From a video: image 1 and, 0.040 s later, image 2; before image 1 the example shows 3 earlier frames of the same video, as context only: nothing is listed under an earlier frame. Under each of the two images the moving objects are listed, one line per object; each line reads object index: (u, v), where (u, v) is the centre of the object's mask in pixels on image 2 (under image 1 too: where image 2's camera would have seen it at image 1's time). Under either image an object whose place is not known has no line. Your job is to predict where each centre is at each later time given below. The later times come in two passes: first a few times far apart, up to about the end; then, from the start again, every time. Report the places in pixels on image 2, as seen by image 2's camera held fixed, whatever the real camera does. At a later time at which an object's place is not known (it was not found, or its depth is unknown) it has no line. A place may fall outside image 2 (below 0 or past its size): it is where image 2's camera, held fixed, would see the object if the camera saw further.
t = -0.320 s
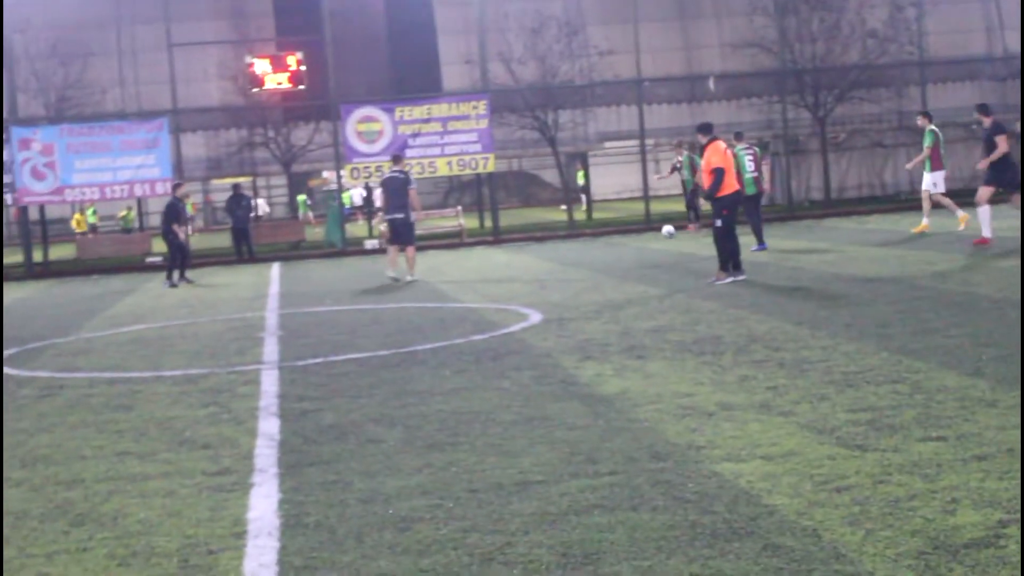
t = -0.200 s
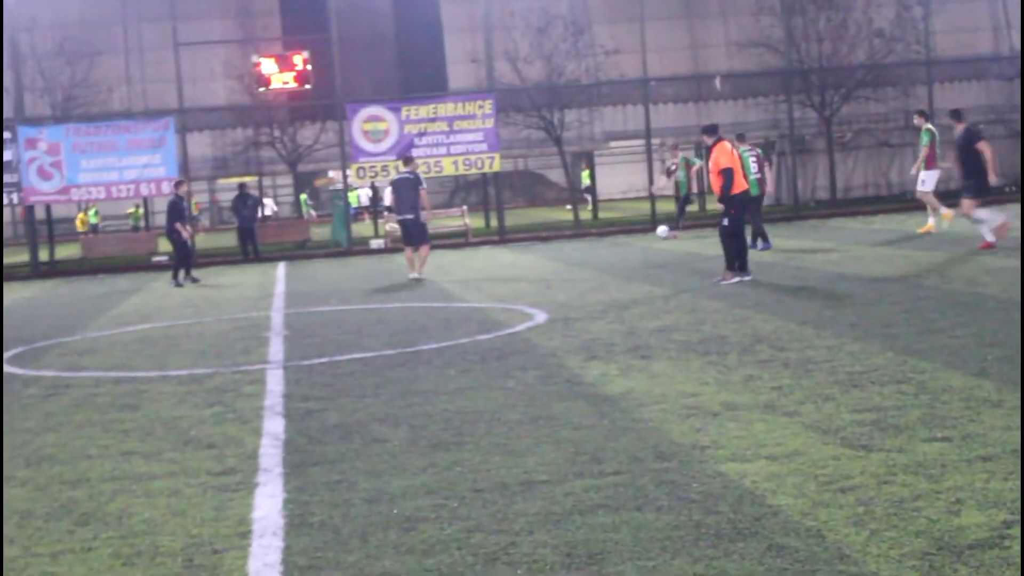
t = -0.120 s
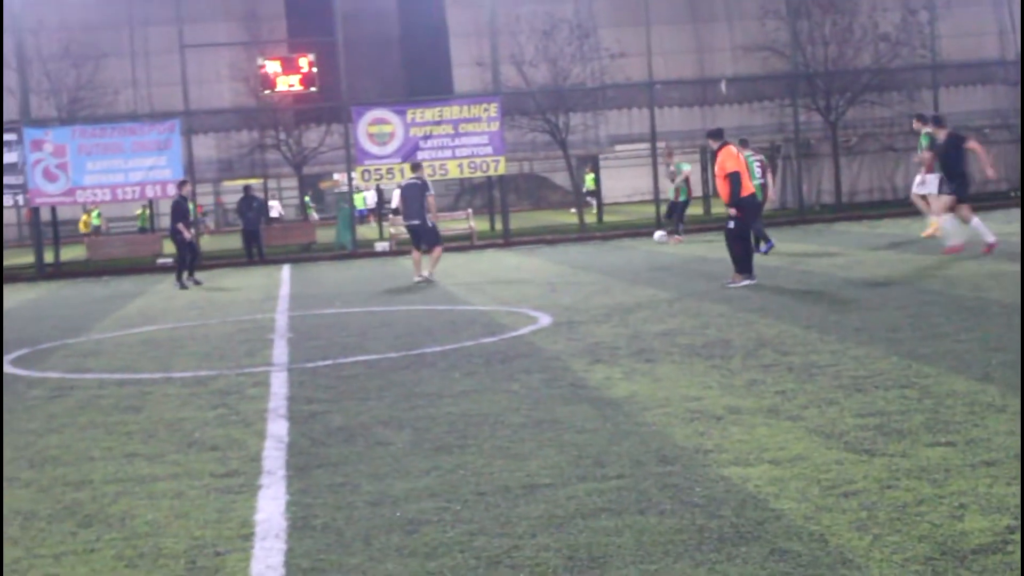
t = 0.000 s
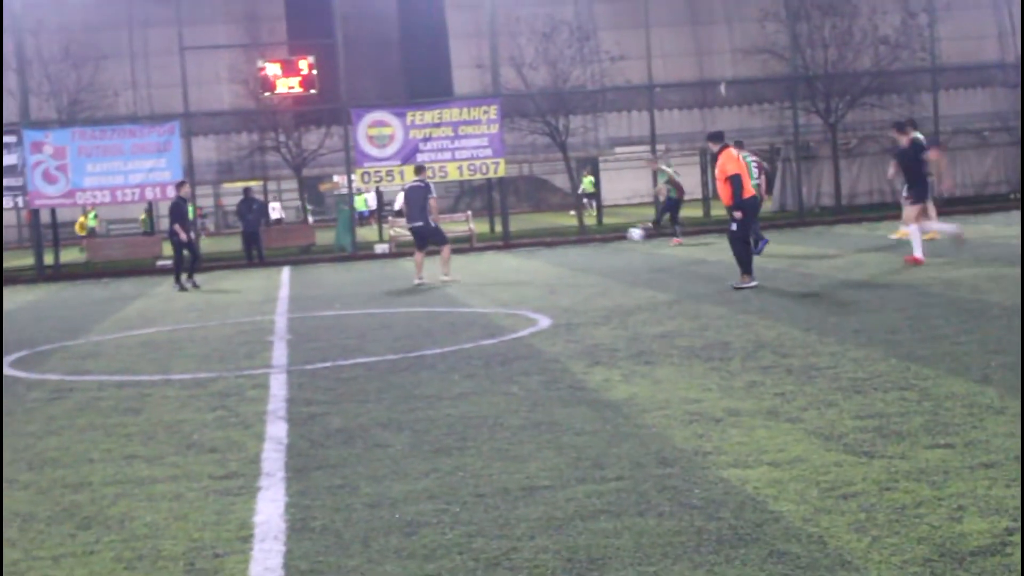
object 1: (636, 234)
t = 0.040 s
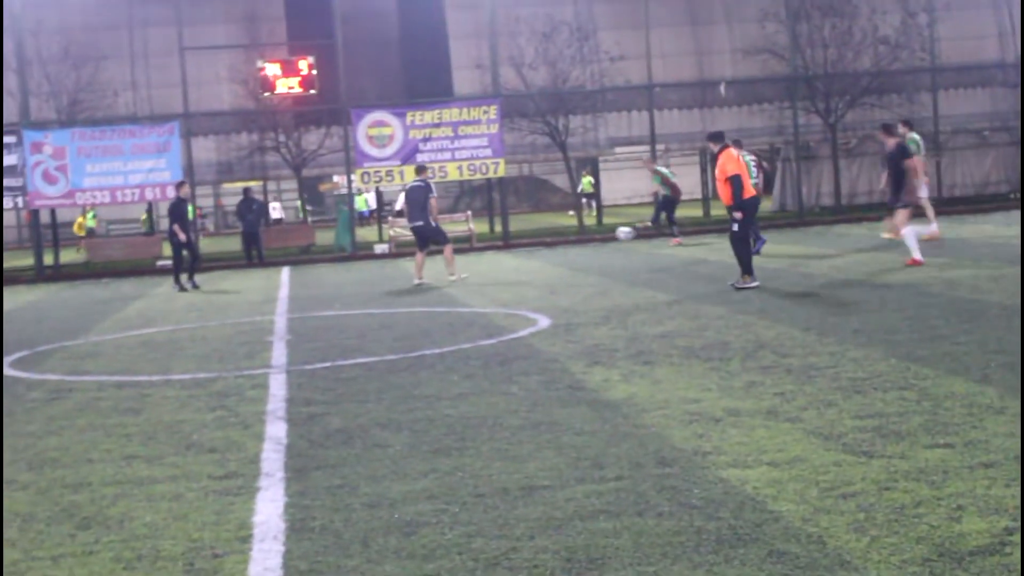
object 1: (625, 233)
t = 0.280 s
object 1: (561, 255)
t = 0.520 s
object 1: (499, 270)
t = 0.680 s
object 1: (451, 300)
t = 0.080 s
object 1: (614, 234)
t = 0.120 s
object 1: (604, 235)
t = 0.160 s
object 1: (593, 237)
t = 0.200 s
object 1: (583, 241)
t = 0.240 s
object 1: (573, 247)
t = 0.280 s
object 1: (561, 255)
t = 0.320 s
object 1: (552, 264)
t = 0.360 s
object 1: (542, 271)
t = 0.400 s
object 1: (531, 268)
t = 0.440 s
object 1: (521, 267)
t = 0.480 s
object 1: (510, 268)
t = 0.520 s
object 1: (499, 270)
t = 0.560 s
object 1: (488, 274)
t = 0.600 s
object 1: (477, 280)
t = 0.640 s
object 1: (465, 289)
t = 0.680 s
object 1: (451, 300)
